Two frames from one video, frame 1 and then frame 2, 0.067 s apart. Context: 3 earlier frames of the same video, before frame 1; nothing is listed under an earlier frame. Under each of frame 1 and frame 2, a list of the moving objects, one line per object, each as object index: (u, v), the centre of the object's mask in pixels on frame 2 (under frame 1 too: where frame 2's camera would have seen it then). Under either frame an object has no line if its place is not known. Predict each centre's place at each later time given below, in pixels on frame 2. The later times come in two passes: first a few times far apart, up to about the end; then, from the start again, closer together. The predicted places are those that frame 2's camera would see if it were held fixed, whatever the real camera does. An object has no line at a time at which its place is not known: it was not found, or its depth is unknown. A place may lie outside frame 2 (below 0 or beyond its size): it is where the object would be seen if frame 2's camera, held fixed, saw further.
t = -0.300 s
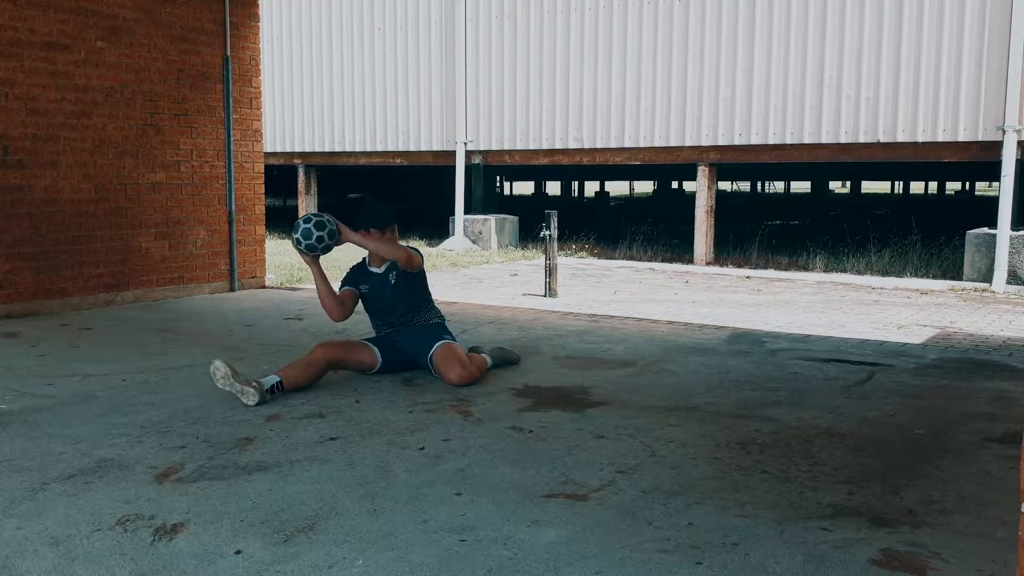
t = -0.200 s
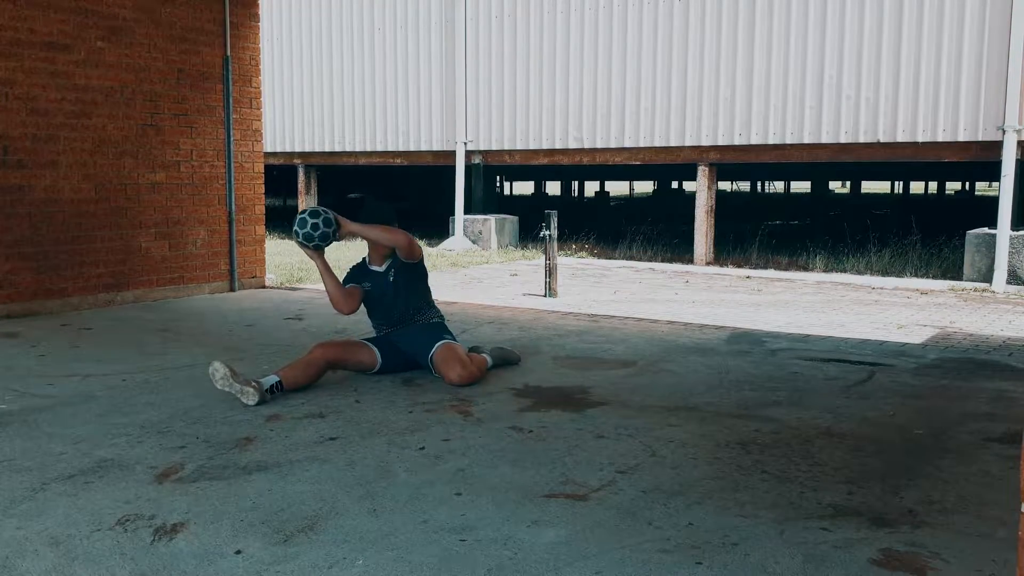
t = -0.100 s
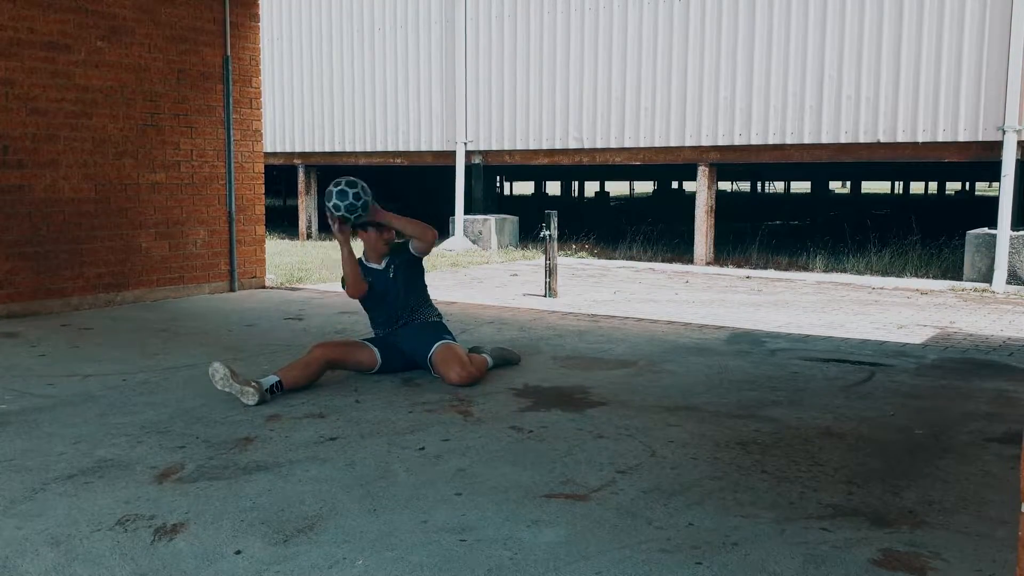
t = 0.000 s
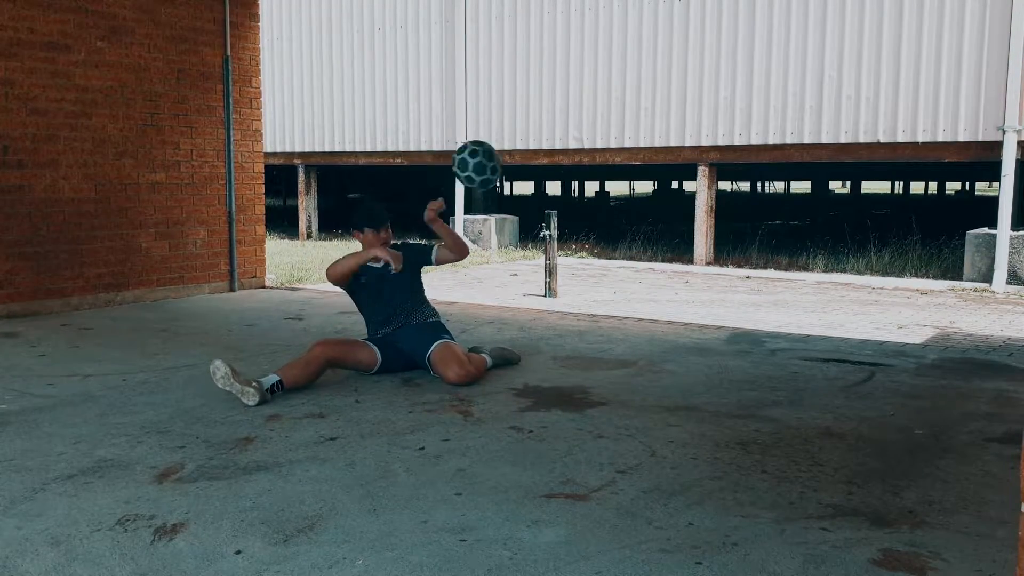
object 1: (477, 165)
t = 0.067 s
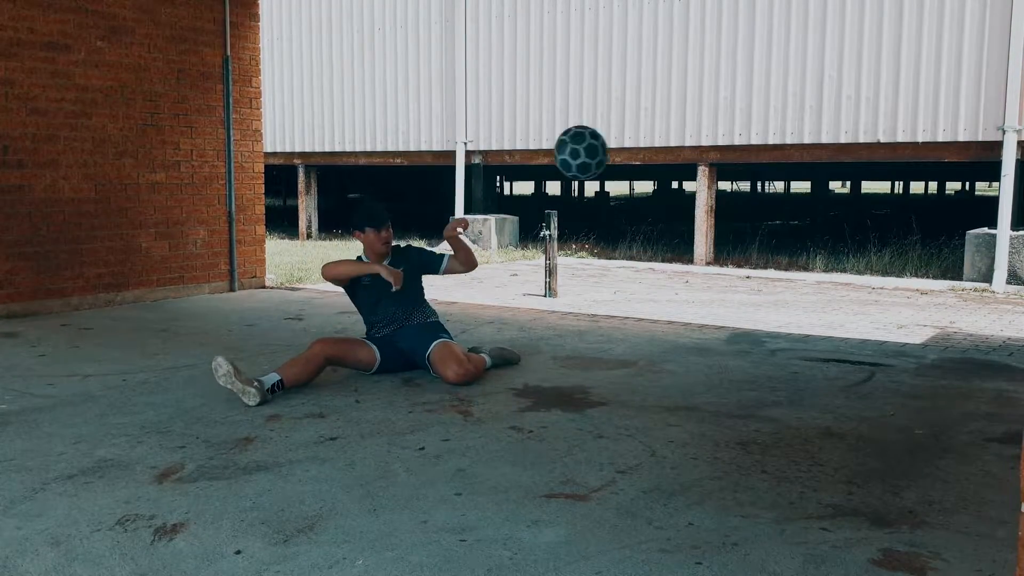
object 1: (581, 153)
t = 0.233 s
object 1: (931, 173)
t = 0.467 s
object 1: (795, 333)
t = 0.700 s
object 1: (556, 342)
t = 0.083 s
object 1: (610, 151)
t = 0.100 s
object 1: (640, 151)
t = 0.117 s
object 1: (671, 150)
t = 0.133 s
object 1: (704, 150)
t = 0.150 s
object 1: (737, 150)
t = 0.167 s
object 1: (773, 153)
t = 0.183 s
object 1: (810, 156)
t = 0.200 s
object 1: (848, 160)
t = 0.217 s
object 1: (888, 166)
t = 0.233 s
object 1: (931, 173)
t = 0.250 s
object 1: (974, 180)
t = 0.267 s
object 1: (1005, 189)
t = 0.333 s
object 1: (1002, 230)
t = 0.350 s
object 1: (983, 240)
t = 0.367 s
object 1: (954, 252)
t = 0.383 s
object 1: (924, 264)
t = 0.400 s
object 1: (899, 277)
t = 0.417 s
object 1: (872, 290)
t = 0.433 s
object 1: (845, 304)
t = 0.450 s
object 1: (820, 318)
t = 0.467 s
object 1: (795, 333)
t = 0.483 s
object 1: (770, 348)
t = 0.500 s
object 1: (747, 363)
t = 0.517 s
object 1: (724, 380)
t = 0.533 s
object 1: (702, 396)
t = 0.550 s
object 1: (680, 413)
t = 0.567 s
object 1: (659, 430)
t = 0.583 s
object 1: (645, 418)
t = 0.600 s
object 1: (631, 406)
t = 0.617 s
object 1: (618, 394)
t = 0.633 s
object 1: (605, 382)
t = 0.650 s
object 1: (593, 370)
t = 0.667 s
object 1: (580, 360)
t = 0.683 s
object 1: (569, 351)
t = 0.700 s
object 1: (556, 342)
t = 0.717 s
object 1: (544, 334)
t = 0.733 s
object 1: (532, 327)
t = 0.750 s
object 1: (520, 321)
